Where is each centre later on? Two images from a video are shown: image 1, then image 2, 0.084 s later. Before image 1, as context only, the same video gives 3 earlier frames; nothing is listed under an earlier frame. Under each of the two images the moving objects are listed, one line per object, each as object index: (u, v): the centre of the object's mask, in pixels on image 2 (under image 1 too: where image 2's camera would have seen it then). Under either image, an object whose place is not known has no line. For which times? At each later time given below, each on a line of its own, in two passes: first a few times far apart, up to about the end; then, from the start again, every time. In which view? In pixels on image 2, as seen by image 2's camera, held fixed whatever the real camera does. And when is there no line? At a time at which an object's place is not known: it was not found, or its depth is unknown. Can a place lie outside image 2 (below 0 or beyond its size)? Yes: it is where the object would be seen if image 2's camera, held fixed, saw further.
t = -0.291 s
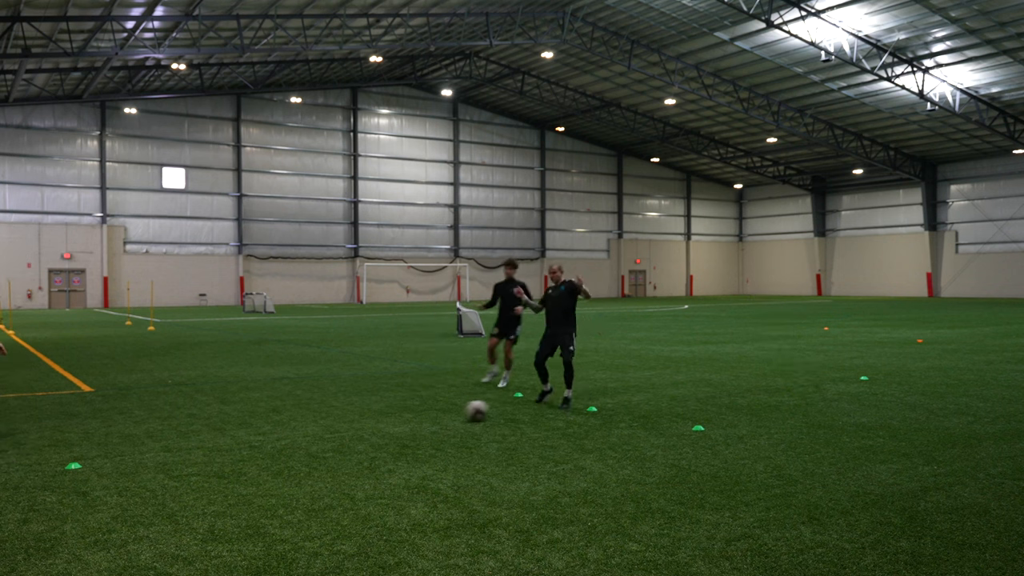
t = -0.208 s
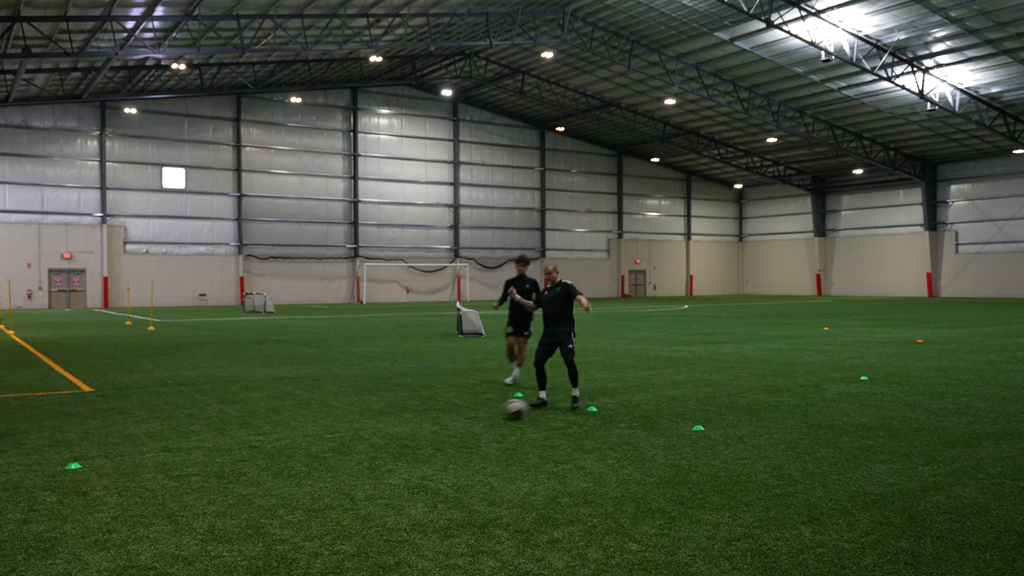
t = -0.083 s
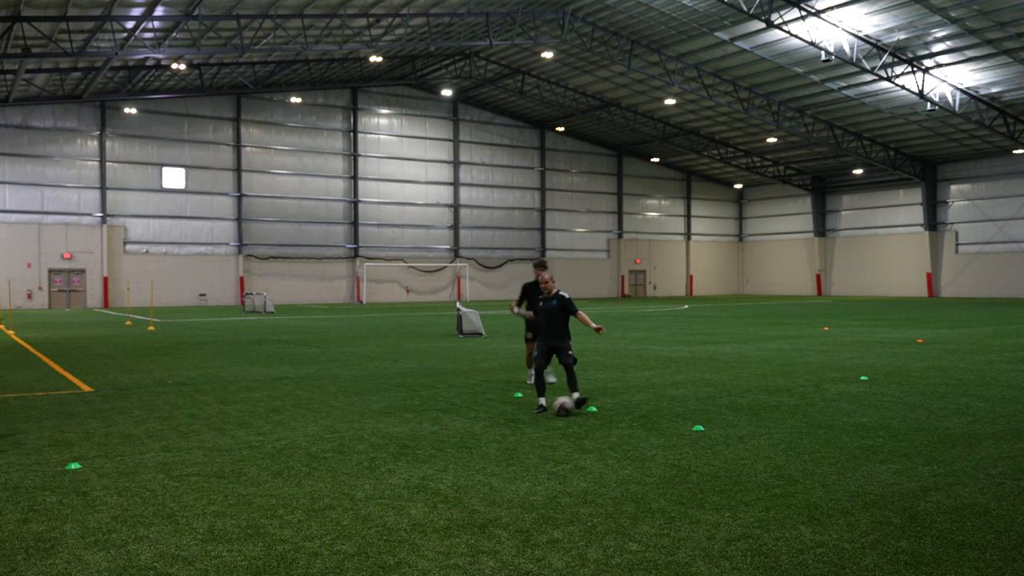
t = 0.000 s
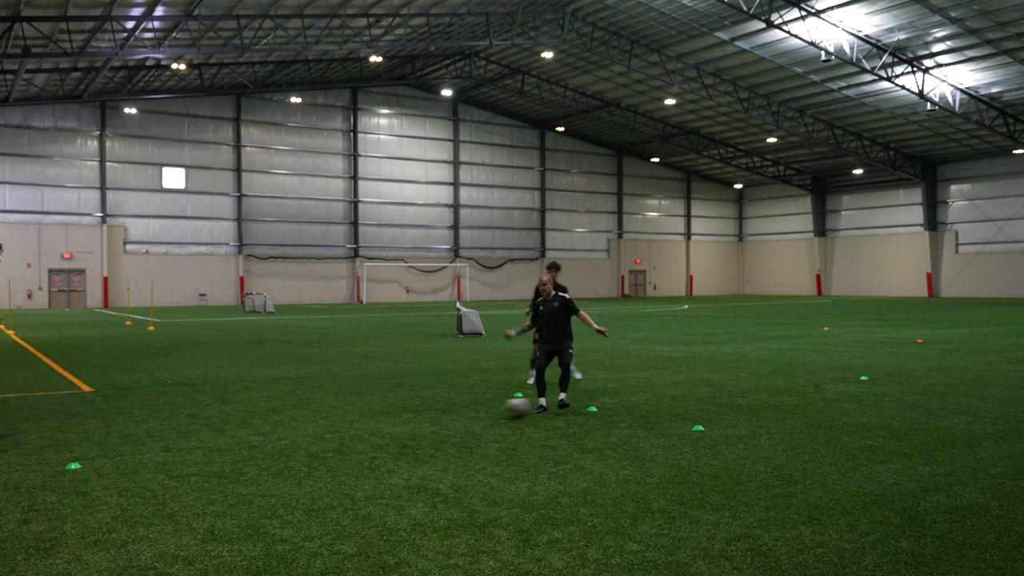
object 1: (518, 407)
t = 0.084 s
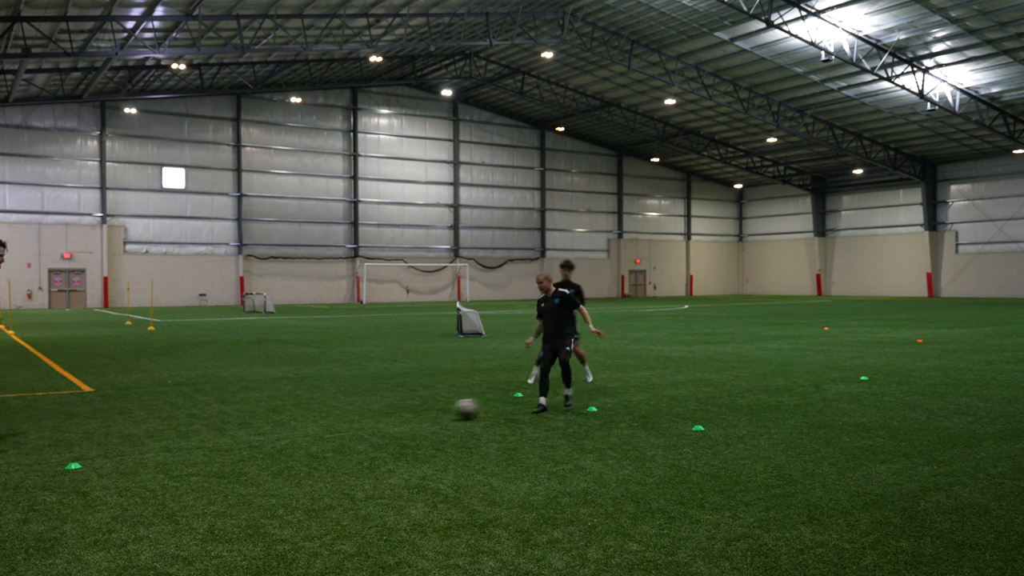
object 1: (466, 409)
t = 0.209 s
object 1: (395, 412)
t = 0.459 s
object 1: (272, 417)
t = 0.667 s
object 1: (185, 420)
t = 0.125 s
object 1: (440, 411)
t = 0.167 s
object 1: (419, 412)
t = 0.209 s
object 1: (395, 412)
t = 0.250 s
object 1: (372, 414)
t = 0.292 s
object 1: (350, 415)
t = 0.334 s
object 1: (330, 415)
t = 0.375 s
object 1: (309, 416)
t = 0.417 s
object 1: (291, 416)
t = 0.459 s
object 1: (272, 417)
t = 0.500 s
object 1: (255, 418)
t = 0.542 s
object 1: (237, 419)
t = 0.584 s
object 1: (219, 419)
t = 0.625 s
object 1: (202, 421)
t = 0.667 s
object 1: (185, 420)
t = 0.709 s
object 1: (167, 420)
